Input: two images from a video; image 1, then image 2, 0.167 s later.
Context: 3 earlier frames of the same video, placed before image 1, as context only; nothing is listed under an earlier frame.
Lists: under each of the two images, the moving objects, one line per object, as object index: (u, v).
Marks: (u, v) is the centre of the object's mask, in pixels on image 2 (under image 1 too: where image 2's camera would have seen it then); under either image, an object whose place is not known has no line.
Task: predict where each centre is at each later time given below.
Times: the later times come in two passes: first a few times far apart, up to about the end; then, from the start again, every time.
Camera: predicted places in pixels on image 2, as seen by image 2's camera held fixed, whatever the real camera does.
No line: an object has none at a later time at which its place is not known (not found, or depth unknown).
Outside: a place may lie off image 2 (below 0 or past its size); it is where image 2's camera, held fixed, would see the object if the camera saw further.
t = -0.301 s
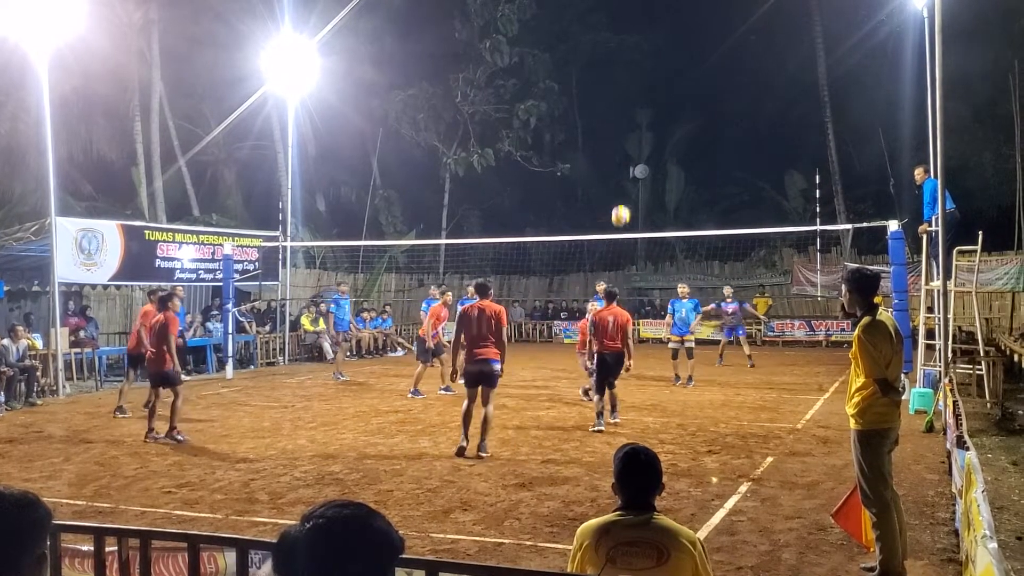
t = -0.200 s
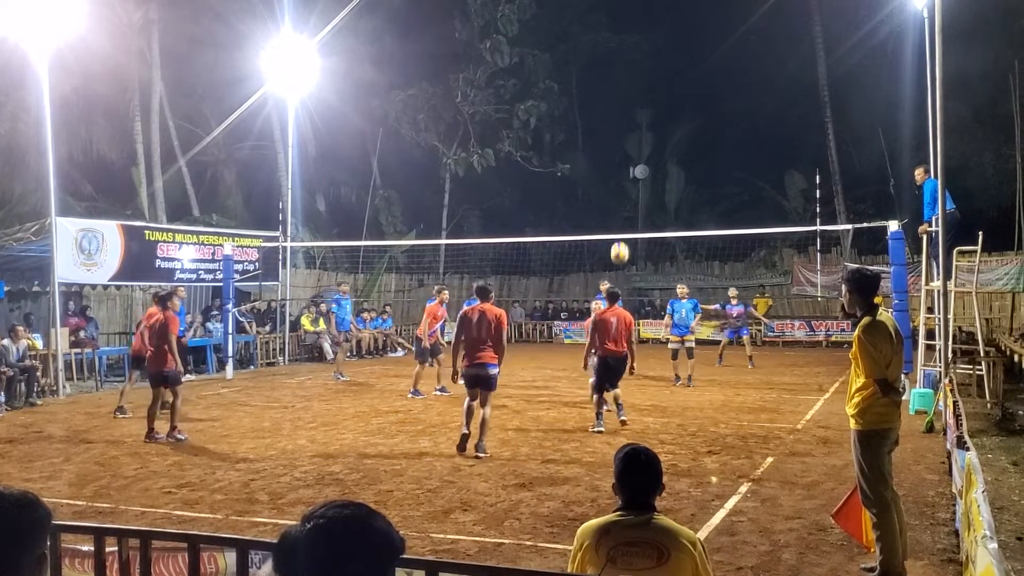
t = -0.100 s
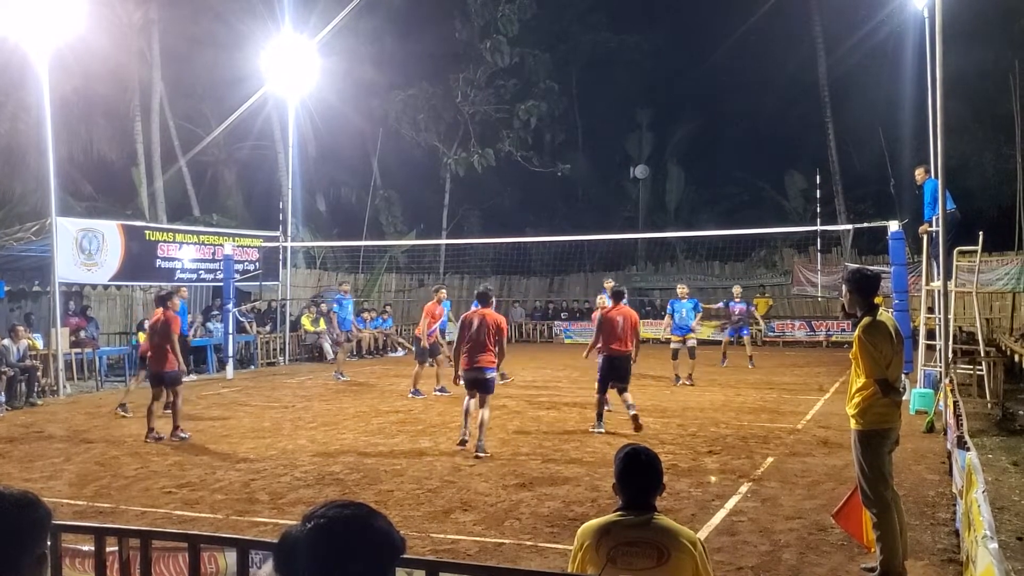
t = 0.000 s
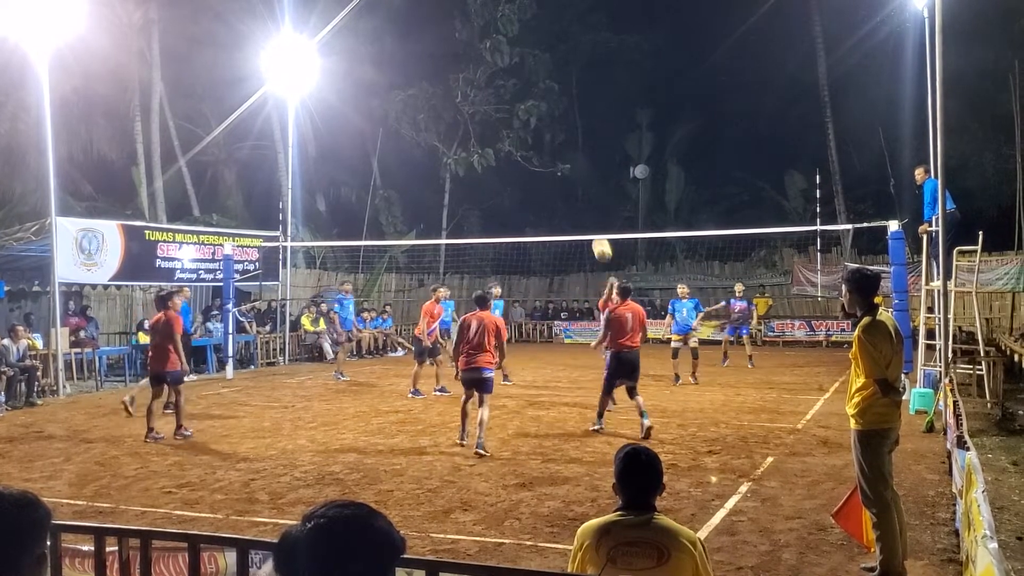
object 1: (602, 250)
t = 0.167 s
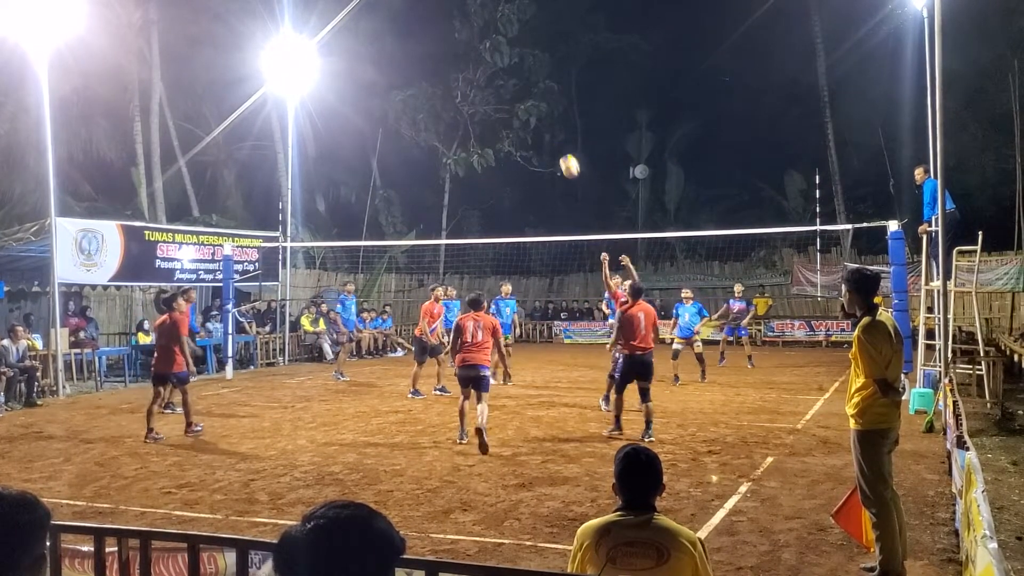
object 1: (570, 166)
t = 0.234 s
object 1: (557, 139)
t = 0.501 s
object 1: (506, 65)
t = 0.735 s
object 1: (463, 46)
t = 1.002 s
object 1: (415, 74)
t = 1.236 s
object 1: (377, 140)
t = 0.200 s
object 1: (563, 152)
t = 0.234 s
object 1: (557, 139)
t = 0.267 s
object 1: (550, 126)
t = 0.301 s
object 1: (544, 116)
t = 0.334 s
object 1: (538, 105)
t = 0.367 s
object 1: (532, 95)
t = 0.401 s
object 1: (525, 86)
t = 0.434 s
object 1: (519, 79)
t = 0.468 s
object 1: (512, 72)
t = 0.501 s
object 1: (506, 65)
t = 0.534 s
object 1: (500, 60)
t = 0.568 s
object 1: (494, 55)
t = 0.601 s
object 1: (487, 52)
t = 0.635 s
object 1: (481, 49)
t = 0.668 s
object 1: (475, 47)
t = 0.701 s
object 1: (469, 46)
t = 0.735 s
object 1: (463, 46)
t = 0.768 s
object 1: (457, 46)
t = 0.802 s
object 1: (451, 48)
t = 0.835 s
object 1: (445, 50)
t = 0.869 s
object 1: (439, 53)
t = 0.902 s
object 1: (433, 57)
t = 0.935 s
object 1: (427, 62)
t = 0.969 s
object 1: (421, 67)
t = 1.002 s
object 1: (415, 74)
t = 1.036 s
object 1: (410, 82)
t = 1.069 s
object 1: (404, 89)
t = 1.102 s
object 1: (398, 98)
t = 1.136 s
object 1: (393, 107)
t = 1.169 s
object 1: (387, 118)
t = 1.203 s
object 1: (382, 129)
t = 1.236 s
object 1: (377, 140)
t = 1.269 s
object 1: (371, 153)
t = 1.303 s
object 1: (366, 167)
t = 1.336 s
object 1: (361, 180)
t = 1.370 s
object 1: (356, 196)
